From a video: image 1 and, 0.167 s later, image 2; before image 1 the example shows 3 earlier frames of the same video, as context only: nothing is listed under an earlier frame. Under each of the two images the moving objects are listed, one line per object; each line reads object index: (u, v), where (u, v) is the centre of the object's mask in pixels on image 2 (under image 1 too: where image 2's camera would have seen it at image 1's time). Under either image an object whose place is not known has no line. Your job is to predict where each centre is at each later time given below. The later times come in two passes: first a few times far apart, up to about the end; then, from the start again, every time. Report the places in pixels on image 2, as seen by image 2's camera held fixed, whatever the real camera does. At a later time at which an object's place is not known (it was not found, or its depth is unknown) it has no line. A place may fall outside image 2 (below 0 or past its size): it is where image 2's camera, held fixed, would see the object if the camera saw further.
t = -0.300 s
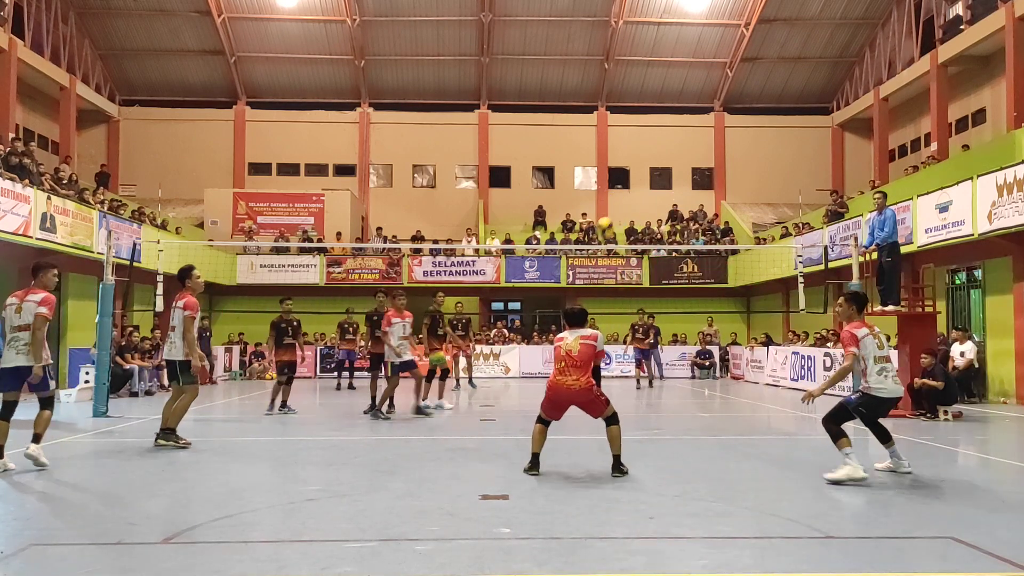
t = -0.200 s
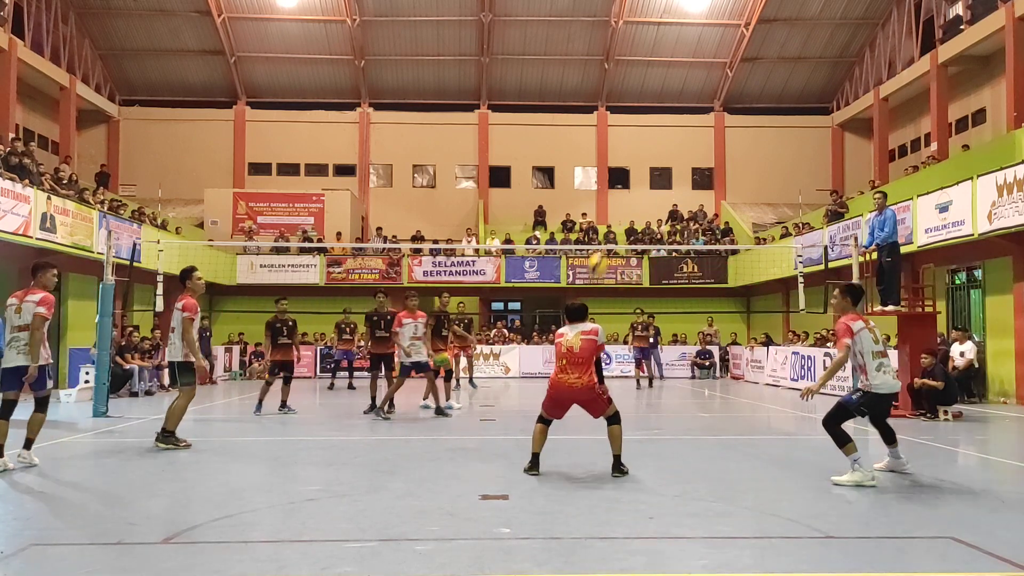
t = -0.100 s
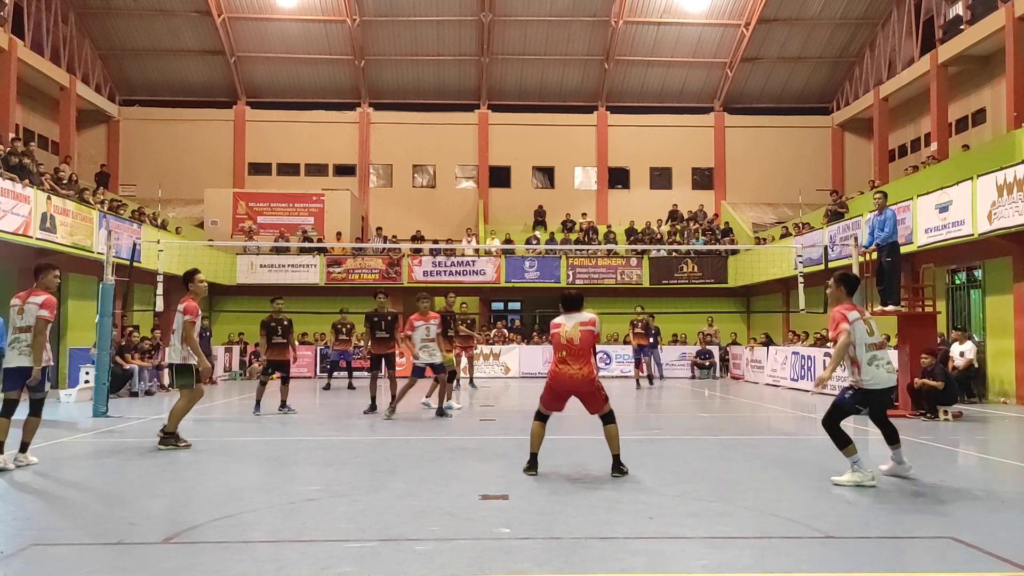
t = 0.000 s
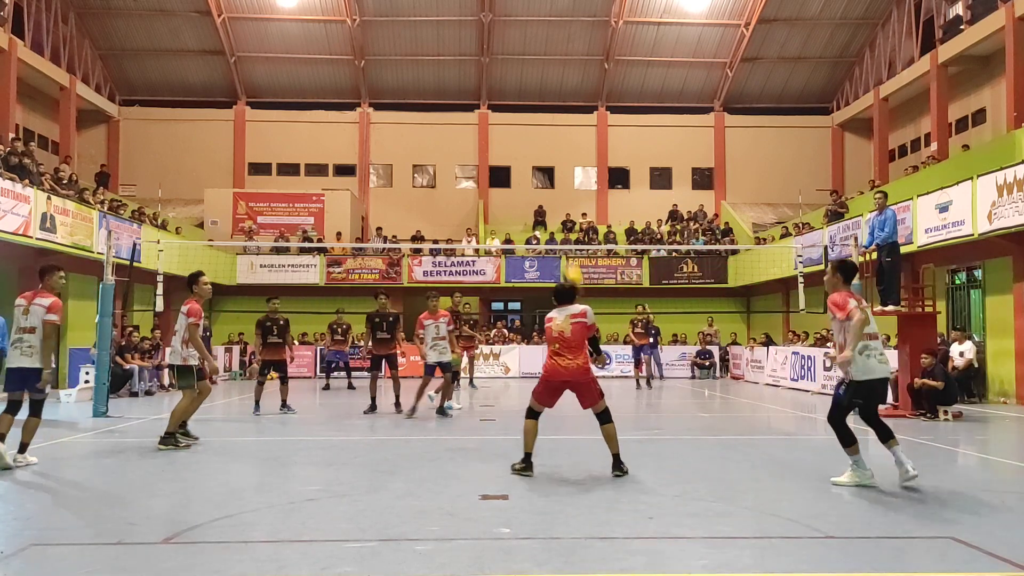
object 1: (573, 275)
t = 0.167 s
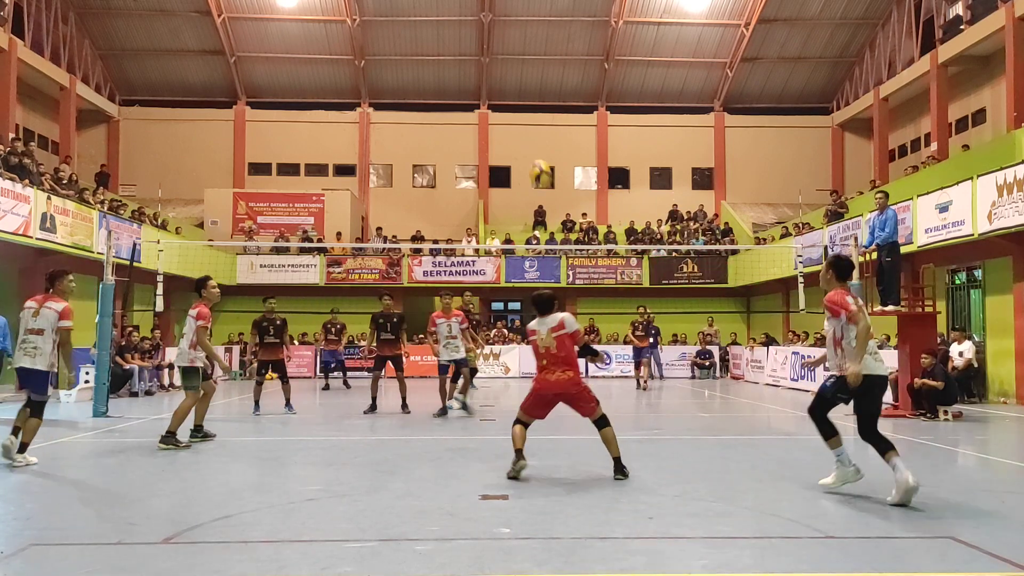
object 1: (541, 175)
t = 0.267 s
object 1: (523, 131)
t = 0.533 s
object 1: (483, 70)
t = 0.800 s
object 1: (449, 76)
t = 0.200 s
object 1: (535, 158)
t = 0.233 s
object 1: (529, 143)
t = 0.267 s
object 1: (523, 131)
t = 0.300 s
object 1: (518, 118)
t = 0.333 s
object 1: (512, 106)
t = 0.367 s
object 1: (508, 99)
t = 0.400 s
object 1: (502, 91)
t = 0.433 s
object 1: (497, 84)
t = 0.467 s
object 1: (493, 78)
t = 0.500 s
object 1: (488, 74)
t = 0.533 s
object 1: (483, 70)
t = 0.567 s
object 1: (479, 68)
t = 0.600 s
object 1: (474, 66)
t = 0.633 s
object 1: (470, 65)
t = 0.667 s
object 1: (466, 66)
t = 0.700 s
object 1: (461, 67)
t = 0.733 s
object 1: (458, 69)
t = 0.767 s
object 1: (454, 72)
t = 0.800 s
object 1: (449, 76)
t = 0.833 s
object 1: (445, 81)
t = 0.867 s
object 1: (442, 86)
